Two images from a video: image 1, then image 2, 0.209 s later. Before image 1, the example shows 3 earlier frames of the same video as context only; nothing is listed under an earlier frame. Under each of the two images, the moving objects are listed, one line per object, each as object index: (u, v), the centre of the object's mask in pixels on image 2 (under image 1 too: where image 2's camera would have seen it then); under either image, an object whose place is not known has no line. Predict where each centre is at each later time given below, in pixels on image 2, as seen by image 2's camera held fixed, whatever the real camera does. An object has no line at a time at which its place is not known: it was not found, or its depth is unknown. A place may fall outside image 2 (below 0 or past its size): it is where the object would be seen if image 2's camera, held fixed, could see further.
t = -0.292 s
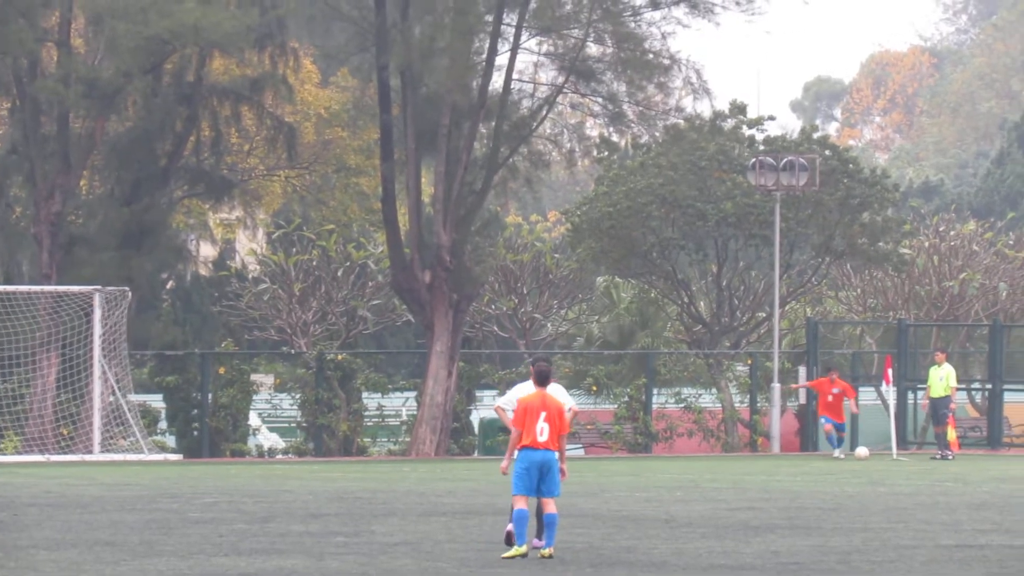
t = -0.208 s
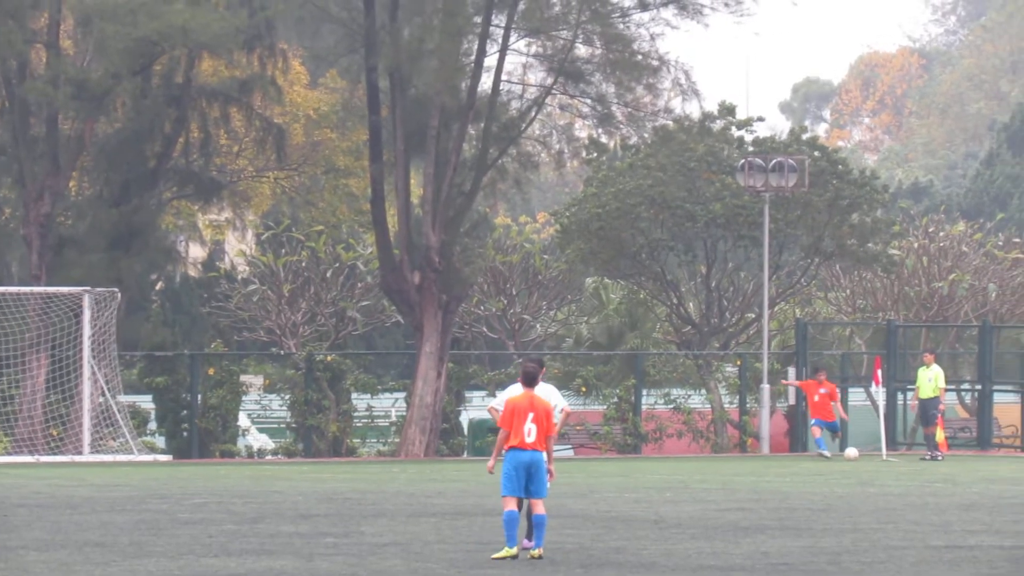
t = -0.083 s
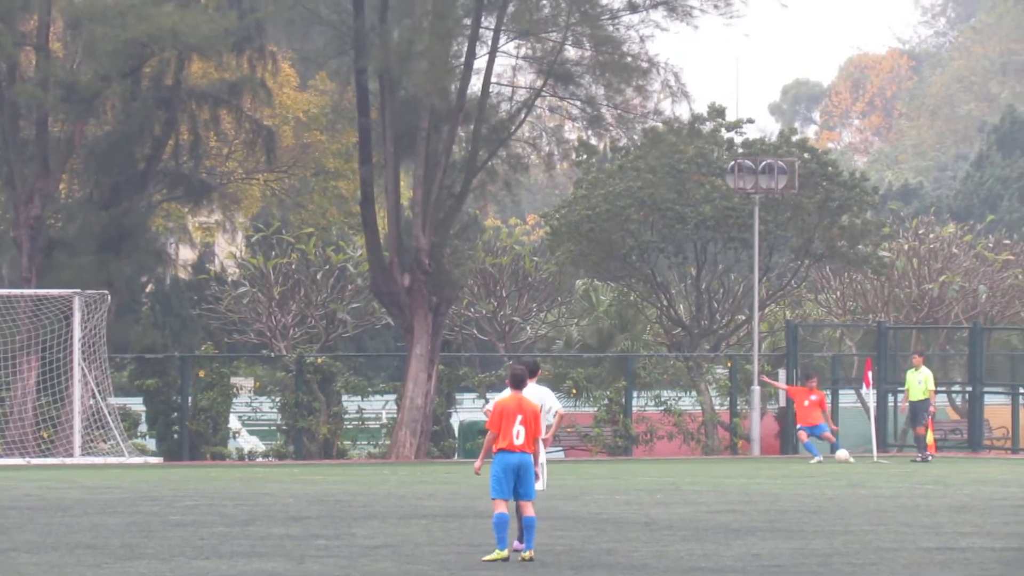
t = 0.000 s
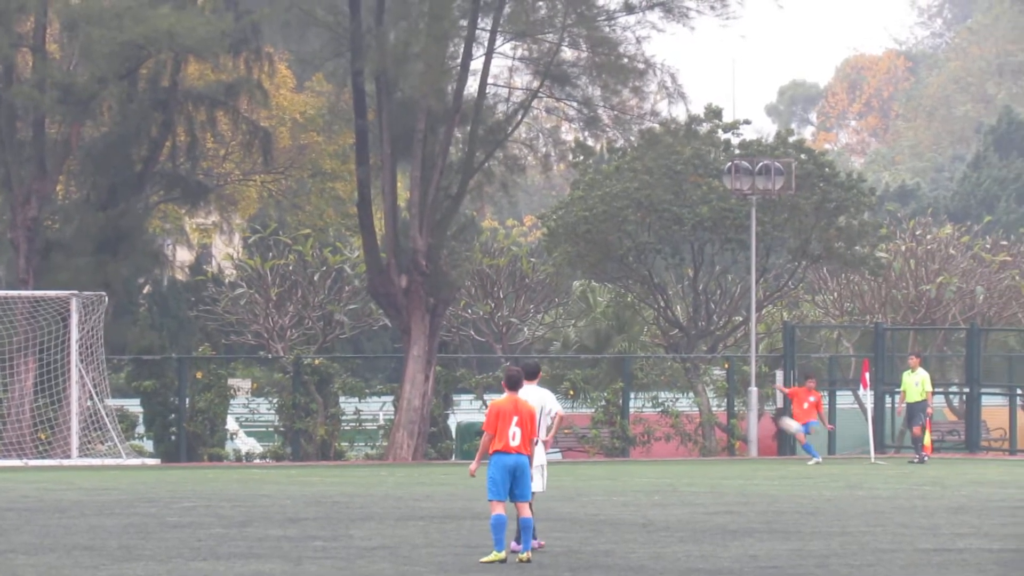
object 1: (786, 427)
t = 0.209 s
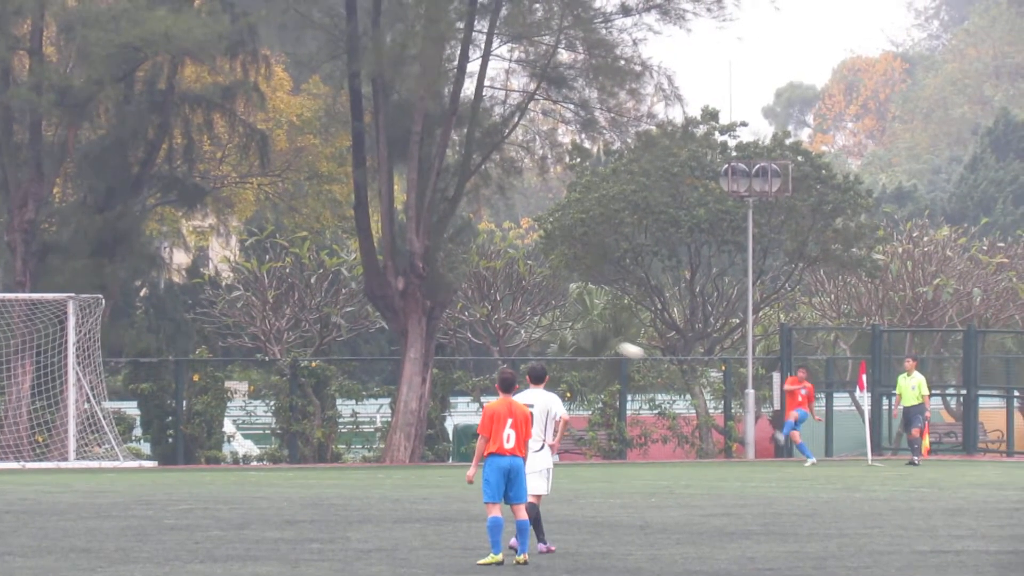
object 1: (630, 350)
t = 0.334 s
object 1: (546, 314)
